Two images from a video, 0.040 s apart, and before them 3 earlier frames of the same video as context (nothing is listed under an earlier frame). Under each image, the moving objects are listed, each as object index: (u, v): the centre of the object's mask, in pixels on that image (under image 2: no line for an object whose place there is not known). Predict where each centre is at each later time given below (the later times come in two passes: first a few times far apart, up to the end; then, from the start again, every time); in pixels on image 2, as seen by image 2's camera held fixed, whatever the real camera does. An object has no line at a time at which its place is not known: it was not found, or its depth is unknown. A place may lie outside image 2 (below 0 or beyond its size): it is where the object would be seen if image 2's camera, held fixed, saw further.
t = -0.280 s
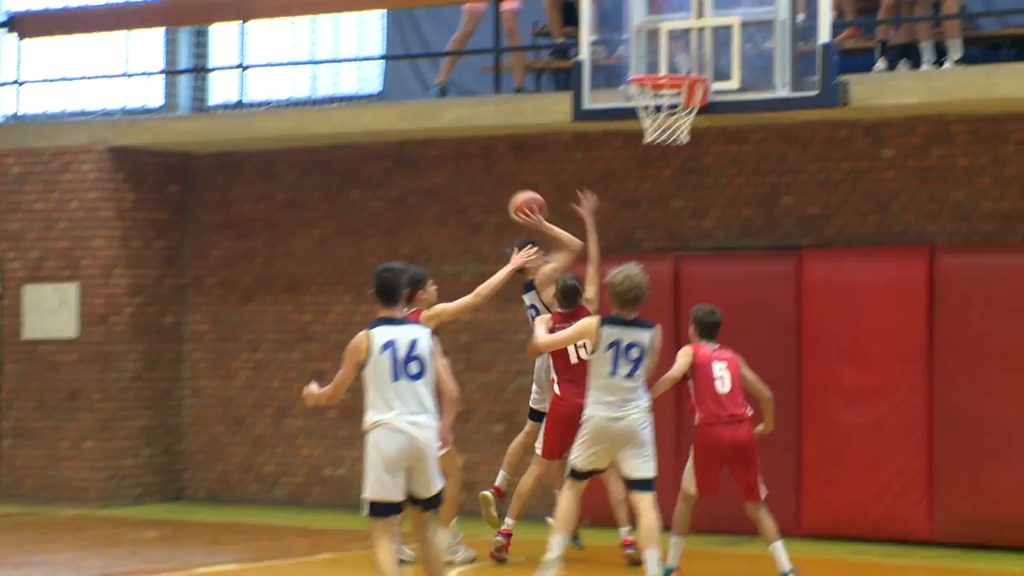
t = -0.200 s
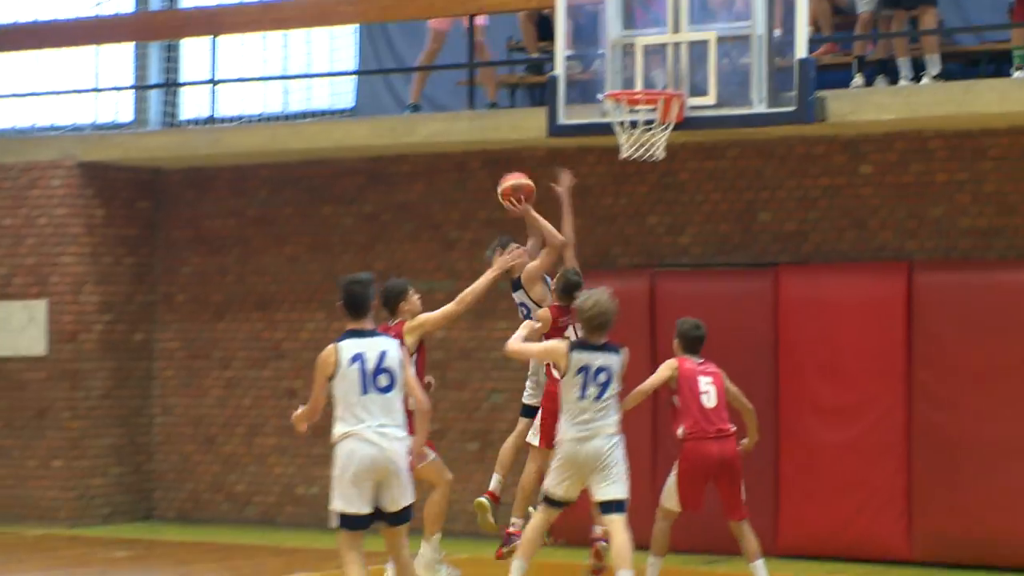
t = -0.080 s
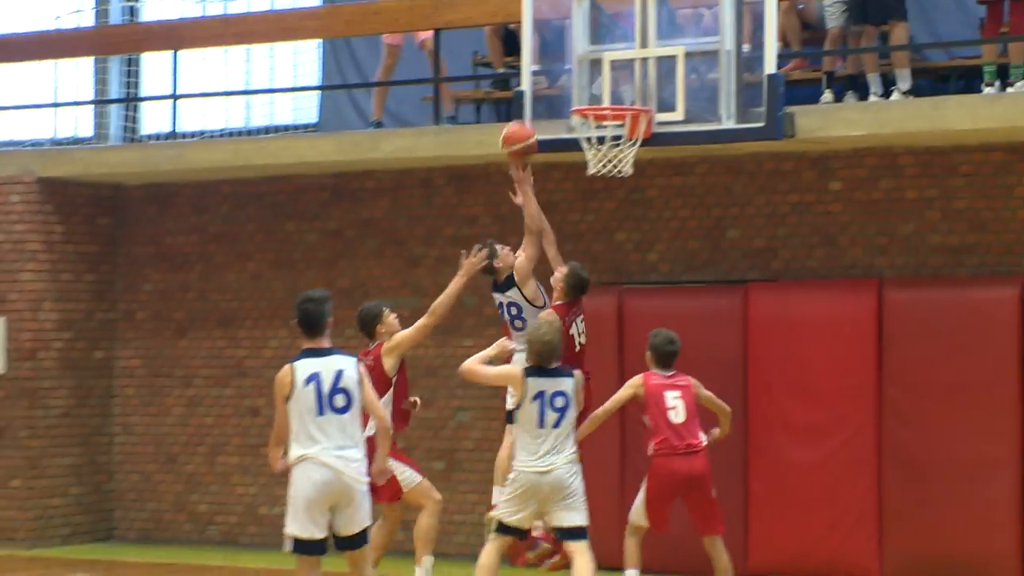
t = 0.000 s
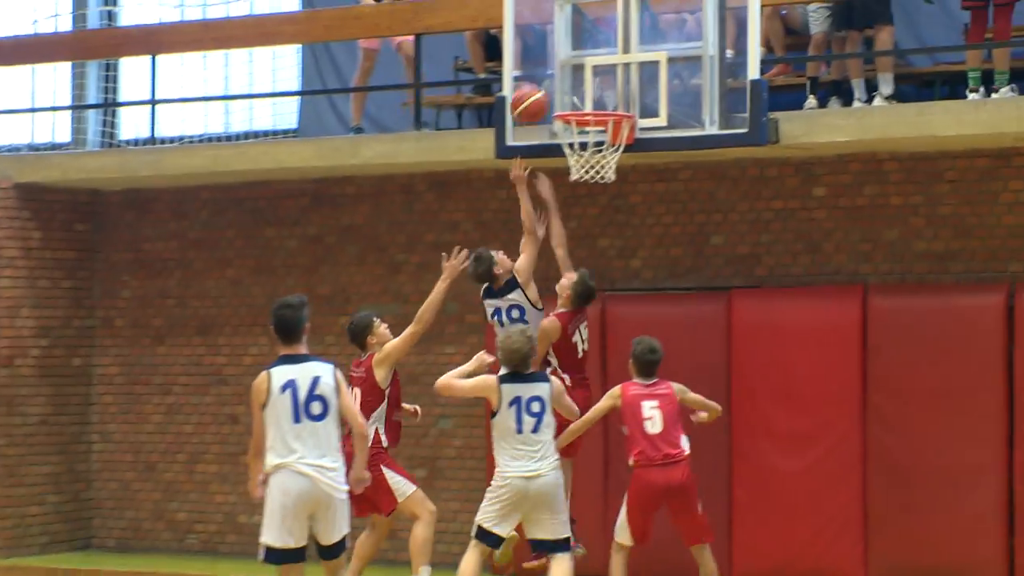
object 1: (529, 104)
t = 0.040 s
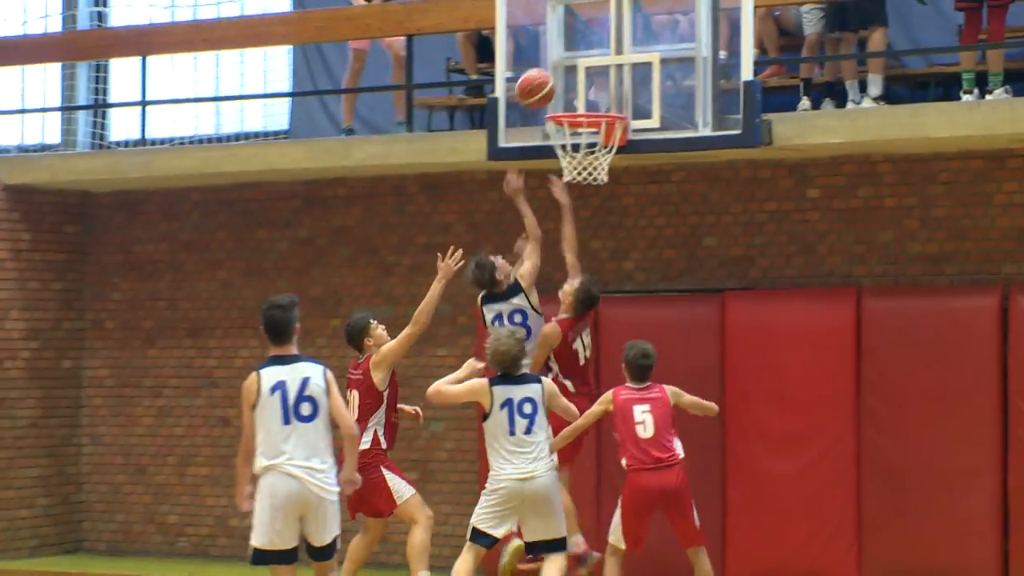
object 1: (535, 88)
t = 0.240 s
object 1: (568, 69)
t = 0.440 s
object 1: (589, 118)
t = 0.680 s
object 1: (604, 185)
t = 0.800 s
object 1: (607, 235)
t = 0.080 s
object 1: (549, 75)
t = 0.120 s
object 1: (554, 69)
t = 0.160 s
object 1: (559, 67)
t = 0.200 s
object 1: (563, 67)
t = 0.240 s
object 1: (568, 69)
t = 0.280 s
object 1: (572, 74)
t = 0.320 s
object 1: (577, 81)
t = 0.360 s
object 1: (582, 90)
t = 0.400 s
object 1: (587, 98)
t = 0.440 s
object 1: (589, 118)
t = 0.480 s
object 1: (597, 136)
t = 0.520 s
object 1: (600, 148)
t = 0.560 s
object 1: (602, 158)
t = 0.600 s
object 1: (602, 164)
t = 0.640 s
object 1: (604, 173)
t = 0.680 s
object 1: (604, 185)
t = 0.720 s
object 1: (606, 198)
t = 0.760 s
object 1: (606, 216)
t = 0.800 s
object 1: (607, 235)
